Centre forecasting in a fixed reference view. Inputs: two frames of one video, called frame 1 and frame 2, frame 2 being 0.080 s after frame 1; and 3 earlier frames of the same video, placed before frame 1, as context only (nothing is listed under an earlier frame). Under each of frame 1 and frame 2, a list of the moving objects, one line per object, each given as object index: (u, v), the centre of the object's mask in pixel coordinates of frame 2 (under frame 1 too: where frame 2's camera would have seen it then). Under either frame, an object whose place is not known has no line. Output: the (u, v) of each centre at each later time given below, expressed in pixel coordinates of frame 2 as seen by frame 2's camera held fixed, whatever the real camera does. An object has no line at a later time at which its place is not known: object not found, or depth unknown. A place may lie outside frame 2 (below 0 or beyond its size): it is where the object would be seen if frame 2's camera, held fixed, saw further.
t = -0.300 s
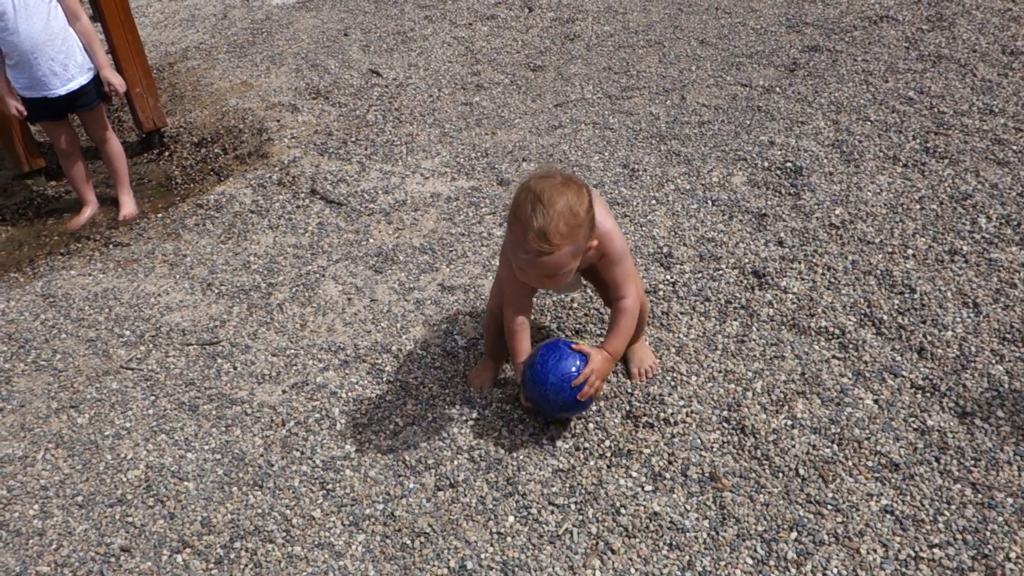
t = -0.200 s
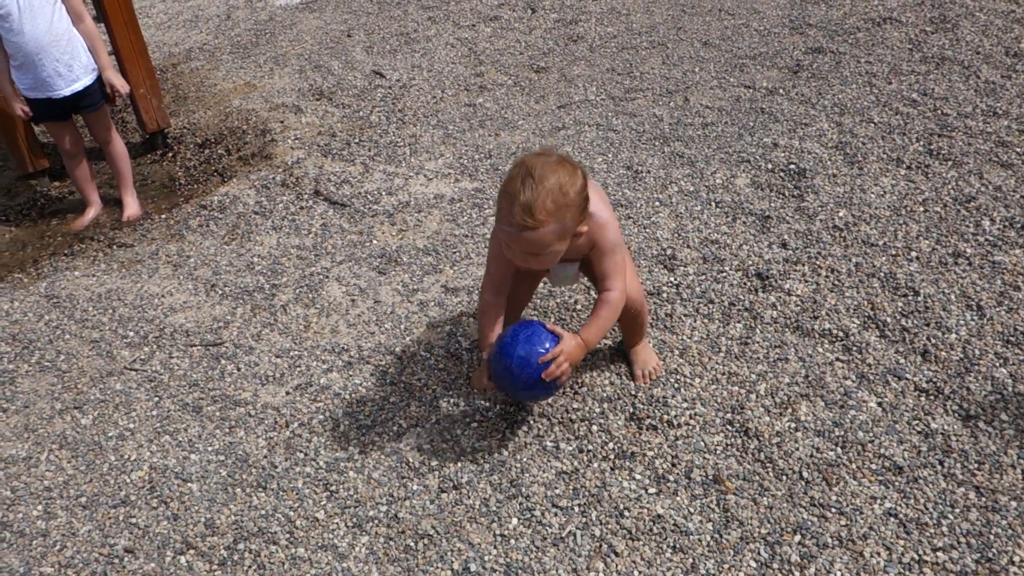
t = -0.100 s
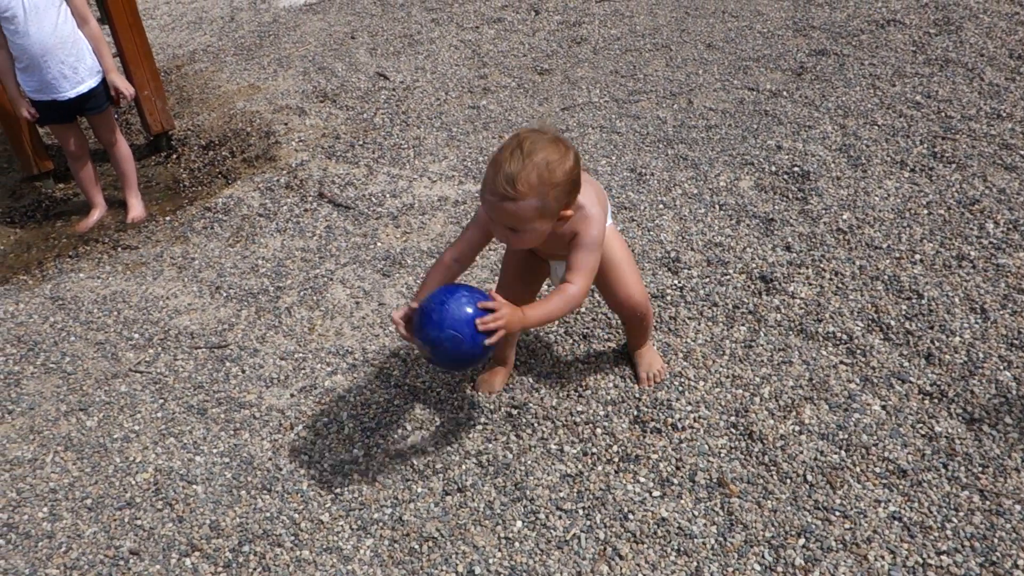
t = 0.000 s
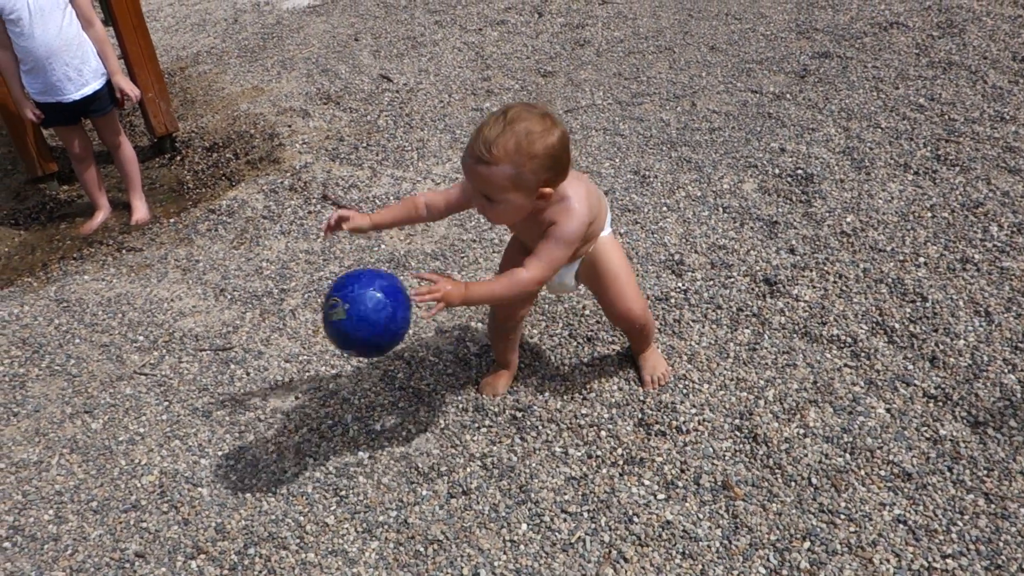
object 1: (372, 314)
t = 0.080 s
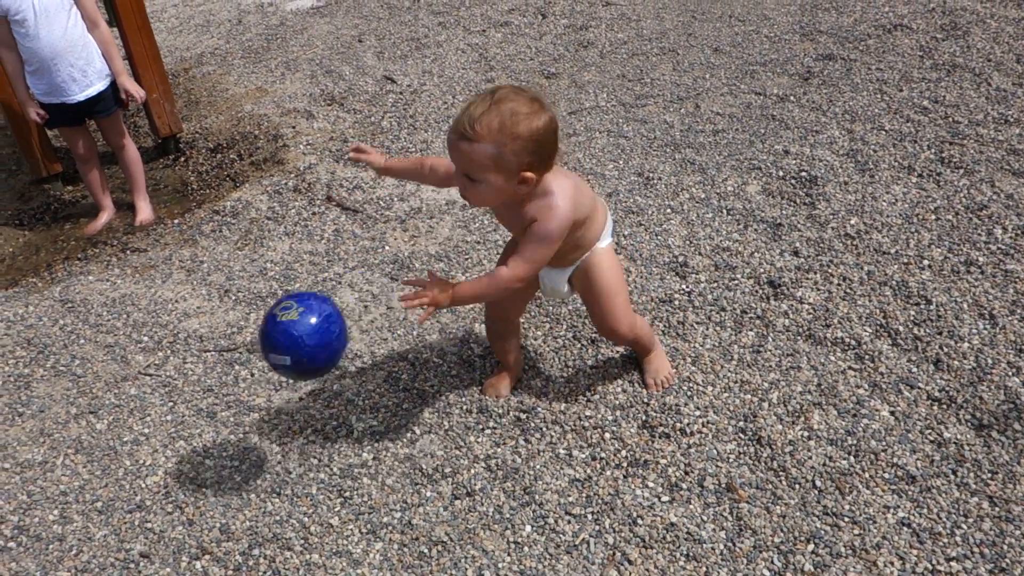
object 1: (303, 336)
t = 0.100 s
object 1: (288, 346)
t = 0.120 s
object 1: (274, 357)
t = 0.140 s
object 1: (260, 371)
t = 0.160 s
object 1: (246, 386)
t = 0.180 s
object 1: (235, 402)
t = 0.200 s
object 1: (224, 421)
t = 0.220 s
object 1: (214, 441)
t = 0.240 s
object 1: (205, 452)
